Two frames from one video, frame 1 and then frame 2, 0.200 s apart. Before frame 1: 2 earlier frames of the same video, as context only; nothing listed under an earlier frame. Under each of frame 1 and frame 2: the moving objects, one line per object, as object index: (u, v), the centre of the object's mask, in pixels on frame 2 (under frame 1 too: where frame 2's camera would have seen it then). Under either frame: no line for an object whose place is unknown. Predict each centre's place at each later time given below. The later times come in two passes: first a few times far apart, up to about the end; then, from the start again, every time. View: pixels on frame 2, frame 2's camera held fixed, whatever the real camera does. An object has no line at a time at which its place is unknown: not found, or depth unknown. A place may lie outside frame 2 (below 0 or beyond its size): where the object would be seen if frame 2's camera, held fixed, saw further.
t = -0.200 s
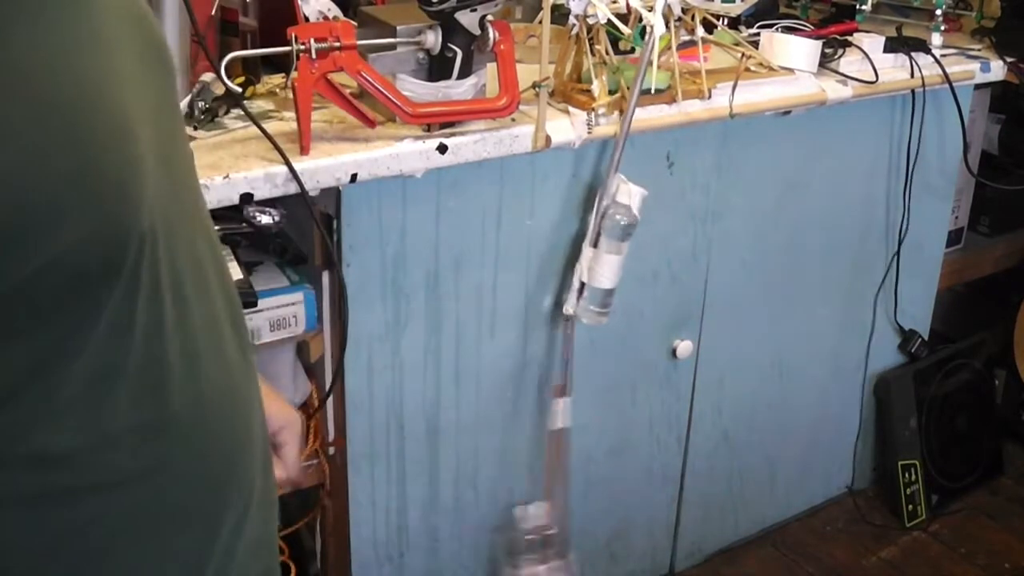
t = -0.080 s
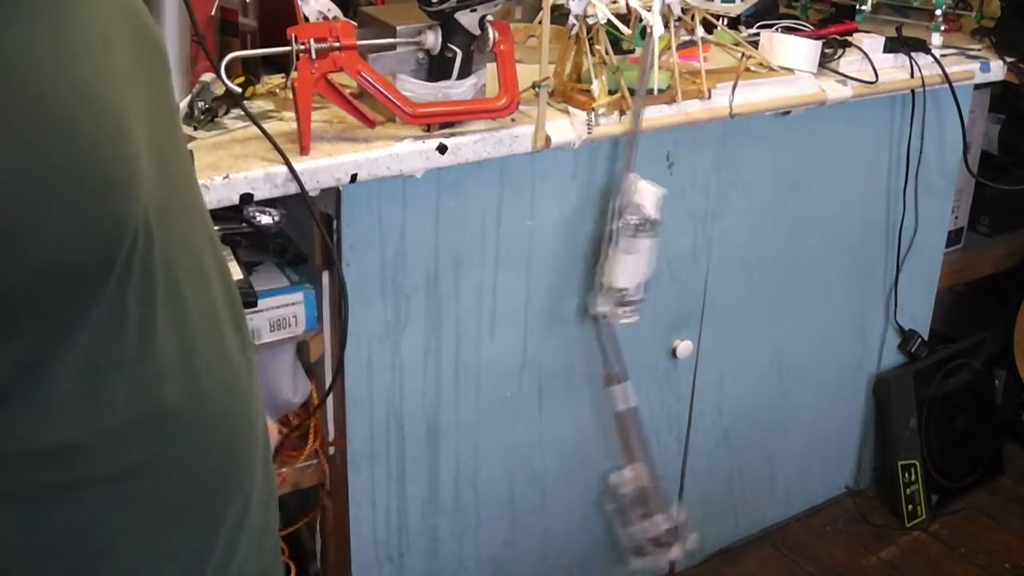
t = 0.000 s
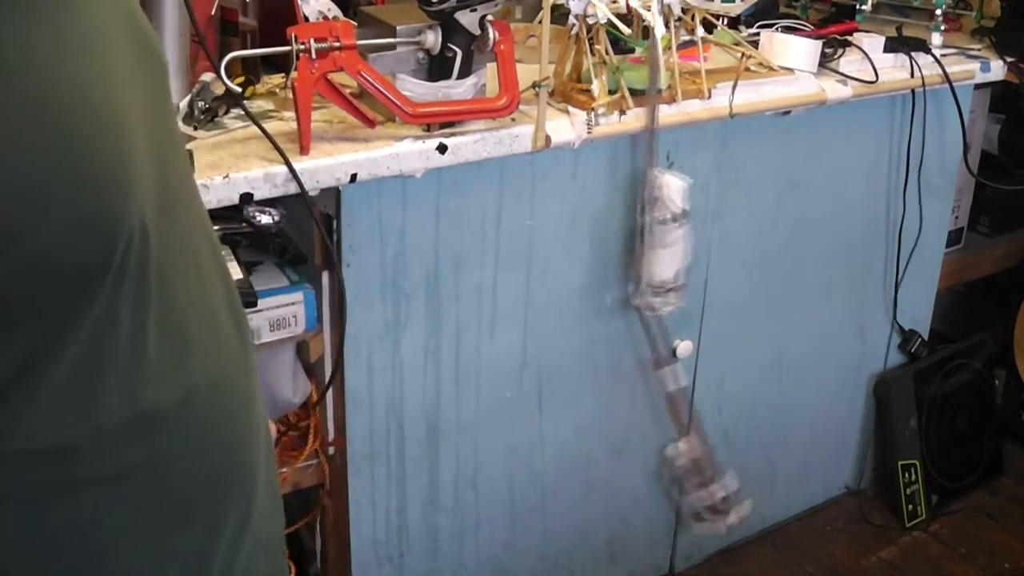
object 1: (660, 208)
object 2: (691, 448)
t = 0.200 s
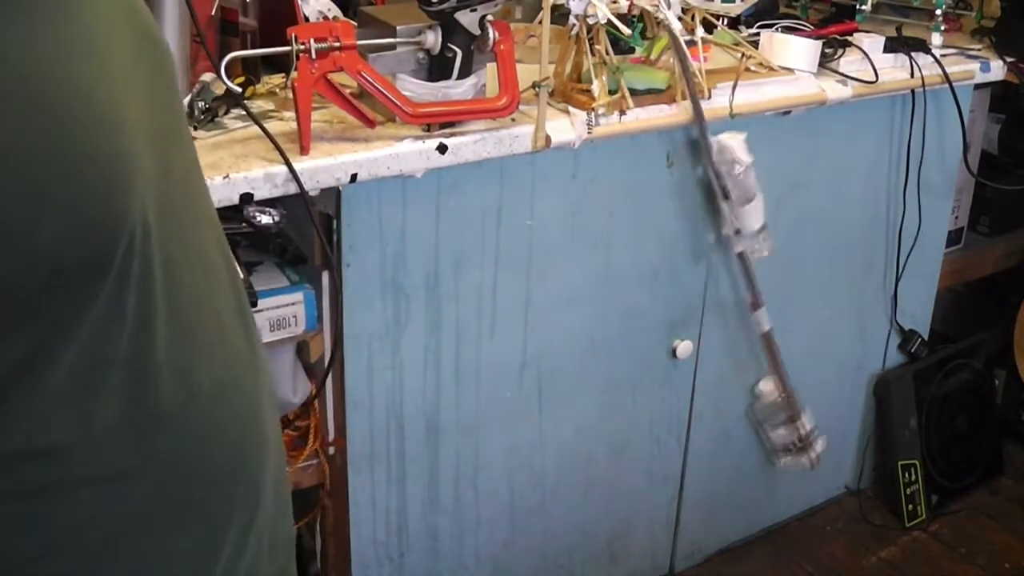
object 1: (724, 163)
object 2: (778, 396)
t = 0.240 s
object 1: (726, 161)
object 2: (785, 390)
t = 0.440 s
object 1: (702, 184)
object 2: (770, 397)
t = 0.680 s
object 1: (676, 196)
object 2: (661, 483)
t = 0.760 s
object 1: (666, 201)
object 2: (610, 489)
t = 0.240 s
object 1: (726, 161)
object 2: (785, 390)
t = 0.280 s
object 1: (725, 164)
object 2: (788, 385)
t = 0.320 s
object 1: (721, 169)
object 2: (788, 384)
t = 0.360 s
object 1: (716, 172)
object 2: (786, 385)
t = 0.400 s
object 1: (709, 179)
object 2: (779, 388)
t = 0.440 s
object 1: (702, 184)
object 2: (770, 397)
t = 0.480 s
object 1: (695, 187)
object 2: (761, 409)
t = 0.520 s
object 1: (689, 190)
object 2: (746, 423)
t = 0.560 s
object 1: (684, 192)
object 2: (729, 438)
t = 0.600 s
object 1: (681, 194)
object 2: (709, 451)
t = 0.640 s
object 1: (678, 195)
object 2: (686, 473)
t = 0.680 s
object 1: (676, 196)
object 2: (661, 483)
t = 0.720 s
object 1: (672, 196)
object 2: (636, 488)
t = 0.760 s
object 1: (666, 201)
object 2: (610, 489)
